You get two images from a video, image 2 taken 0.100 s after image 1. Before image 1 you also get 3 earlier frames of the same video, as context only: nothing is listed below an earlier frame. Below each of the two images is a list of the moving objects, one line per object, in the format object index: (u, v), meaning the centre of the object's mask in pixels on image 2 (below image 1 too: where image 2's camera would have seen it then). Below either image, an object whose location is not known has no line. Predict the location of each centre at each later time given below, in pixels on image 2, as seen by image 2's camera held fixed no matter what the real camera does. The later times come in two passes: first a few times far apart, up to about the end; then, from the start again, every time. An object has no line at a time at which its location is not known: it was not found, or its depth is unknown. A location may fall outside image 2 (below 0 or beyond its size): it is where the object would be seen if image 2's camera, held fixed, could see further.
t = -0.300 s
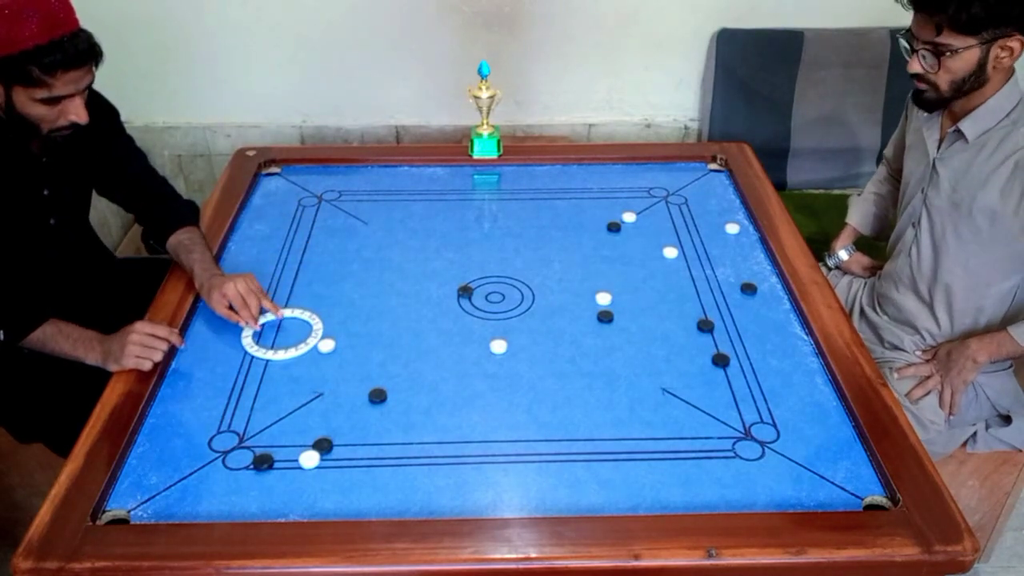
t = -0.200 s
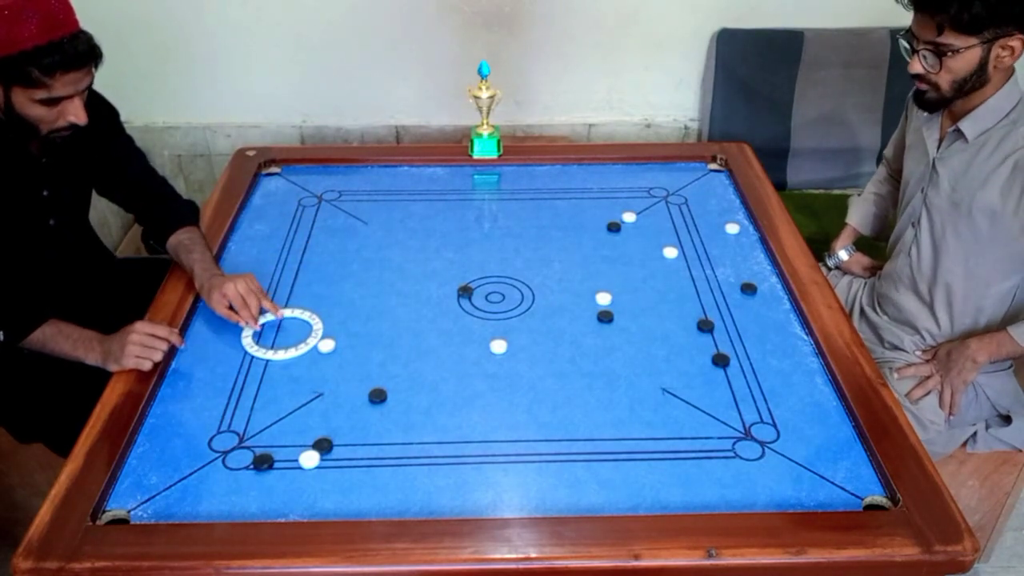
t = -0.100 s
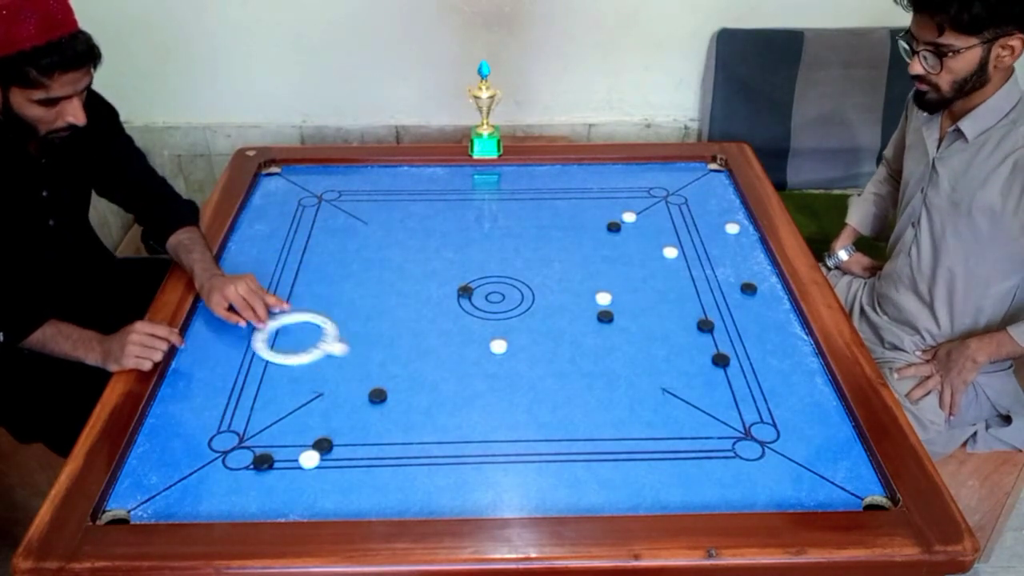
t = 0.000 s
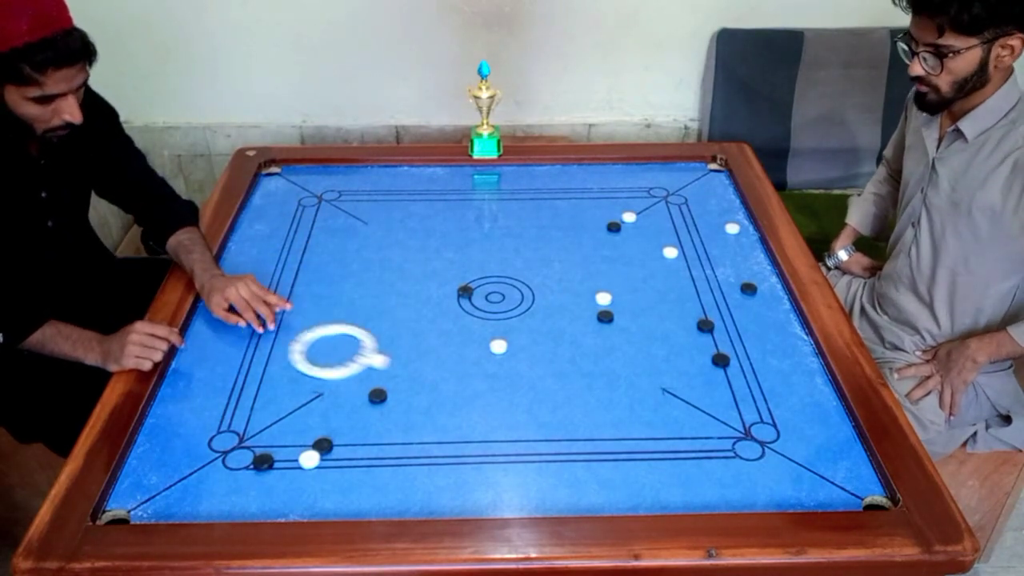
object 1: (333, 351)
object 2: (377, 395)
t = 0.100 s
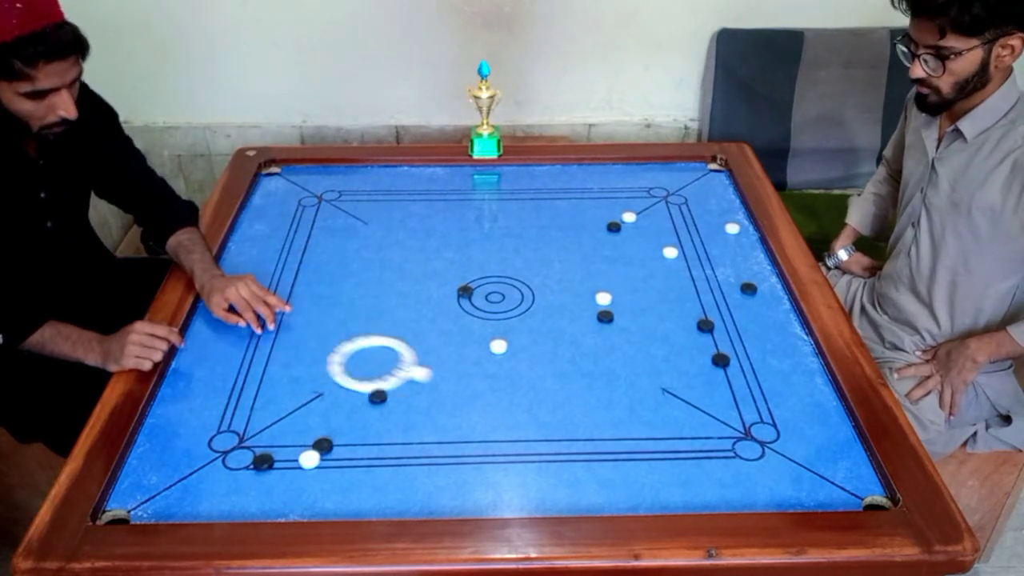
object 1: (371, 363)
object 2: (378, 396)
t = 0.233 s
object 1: (423, 377)
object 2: (388, 421)
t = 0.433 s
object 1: (499, 397)
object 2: (404, 464)
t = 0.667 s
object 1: (590, 421)
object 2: (423, 513)
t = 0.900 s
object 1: (681, 444)
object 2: (448, 481)
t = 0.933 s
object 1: (694, 447)
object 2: (451, 476)
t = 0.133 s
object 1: (384, 367)
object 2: (380, 403)
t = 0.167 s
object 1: (397, 371)
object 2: (382, 408)
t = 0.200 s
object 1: (410, 374)
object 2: (385, 415)
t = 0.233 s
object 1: (423, 377)
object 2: (388, 421)
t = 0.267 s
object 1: (435, 380)
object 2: (390, 428)
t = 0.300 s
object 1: (448, 384)
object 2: (393, 435)
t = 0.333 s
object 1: (461, 387)
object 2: (396, 442)
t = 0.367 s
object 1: (474, 390)
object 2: (399, 450)
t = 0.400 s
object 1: (487, 394)
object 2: (401, 456)
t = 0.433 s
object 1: (499, 397)
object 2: (404, 464)
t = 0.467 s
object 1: (512, 400)
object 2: (407, 472)
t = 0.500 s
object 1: (525, 404)
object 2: (410, 479)
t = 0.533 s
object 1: (538, 407)
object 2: (412, 487)
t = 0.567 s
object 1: (551, 410)
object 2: (415, 495)
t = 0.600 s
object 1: (564, 414)
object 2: (418, 503)
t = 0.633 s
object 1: (577, 417)
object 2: (421, 509)
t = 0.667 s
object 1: (590, 421)
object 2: (423, 513)
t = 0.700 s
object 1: (603, 424)
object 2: (427, 512)
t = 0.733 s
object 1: (616, 427)
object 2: (430, 509)
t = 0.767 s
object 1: (629, 431)
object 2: (434, 504)
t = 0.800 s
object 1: (642, 434)
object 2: (438, 497)
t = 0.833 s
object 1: (655, 438)
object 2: (441, 492)
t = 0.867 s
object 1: (668, 441)
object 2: (445, 487)
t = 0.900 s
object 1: (681, 444)
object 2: (448, 481)
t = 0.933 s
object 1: (694, 447)
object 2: (451, 476)
